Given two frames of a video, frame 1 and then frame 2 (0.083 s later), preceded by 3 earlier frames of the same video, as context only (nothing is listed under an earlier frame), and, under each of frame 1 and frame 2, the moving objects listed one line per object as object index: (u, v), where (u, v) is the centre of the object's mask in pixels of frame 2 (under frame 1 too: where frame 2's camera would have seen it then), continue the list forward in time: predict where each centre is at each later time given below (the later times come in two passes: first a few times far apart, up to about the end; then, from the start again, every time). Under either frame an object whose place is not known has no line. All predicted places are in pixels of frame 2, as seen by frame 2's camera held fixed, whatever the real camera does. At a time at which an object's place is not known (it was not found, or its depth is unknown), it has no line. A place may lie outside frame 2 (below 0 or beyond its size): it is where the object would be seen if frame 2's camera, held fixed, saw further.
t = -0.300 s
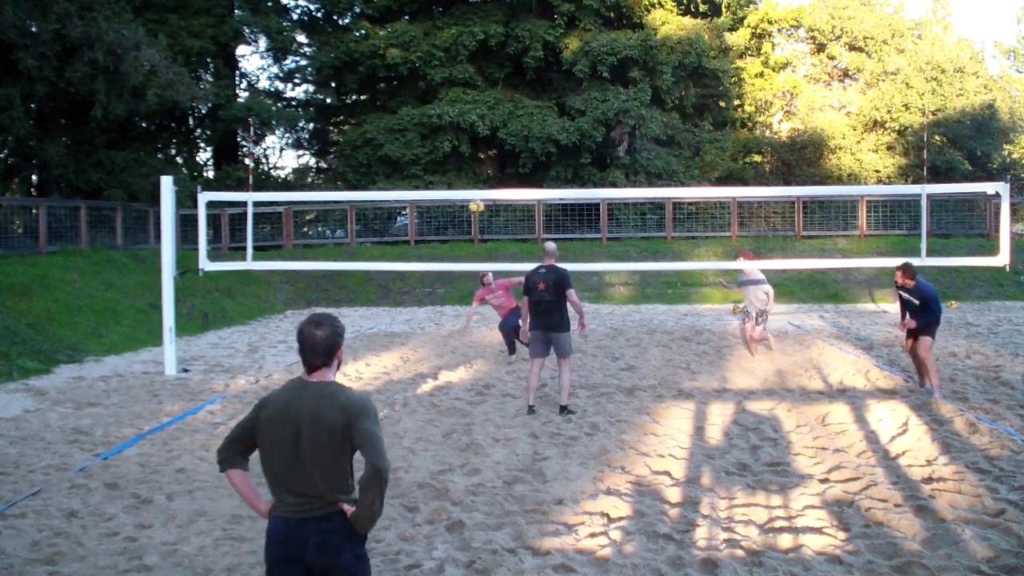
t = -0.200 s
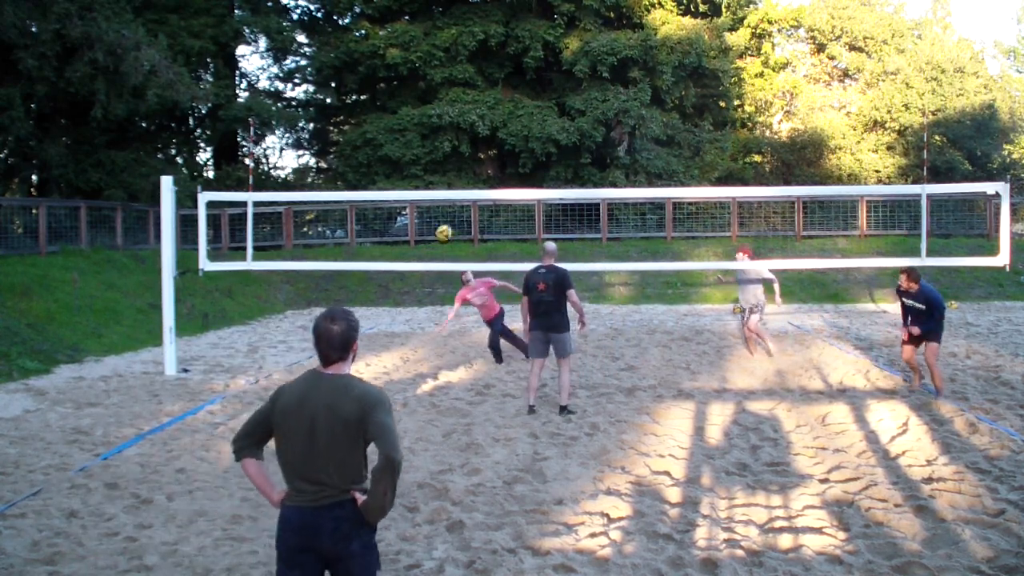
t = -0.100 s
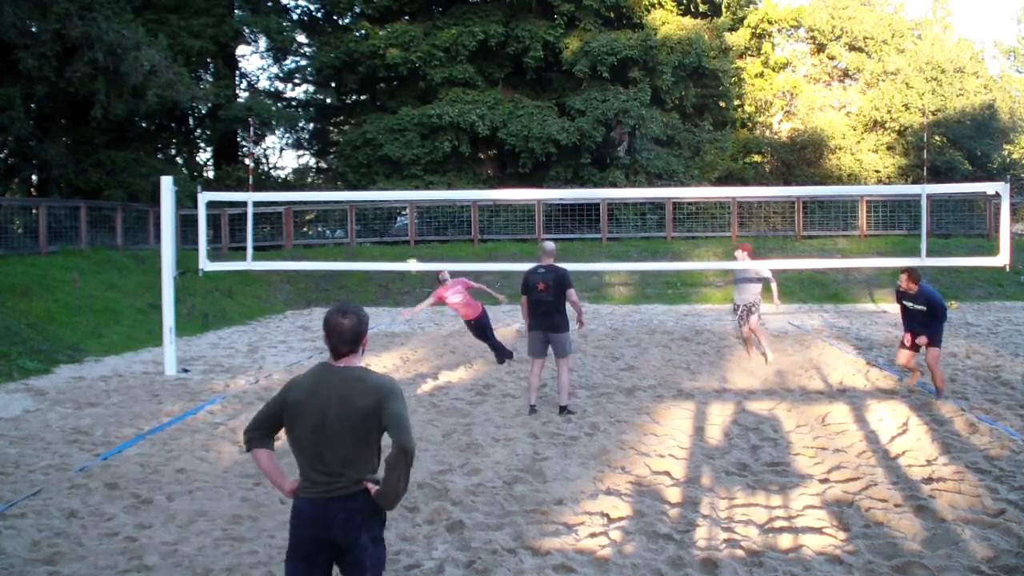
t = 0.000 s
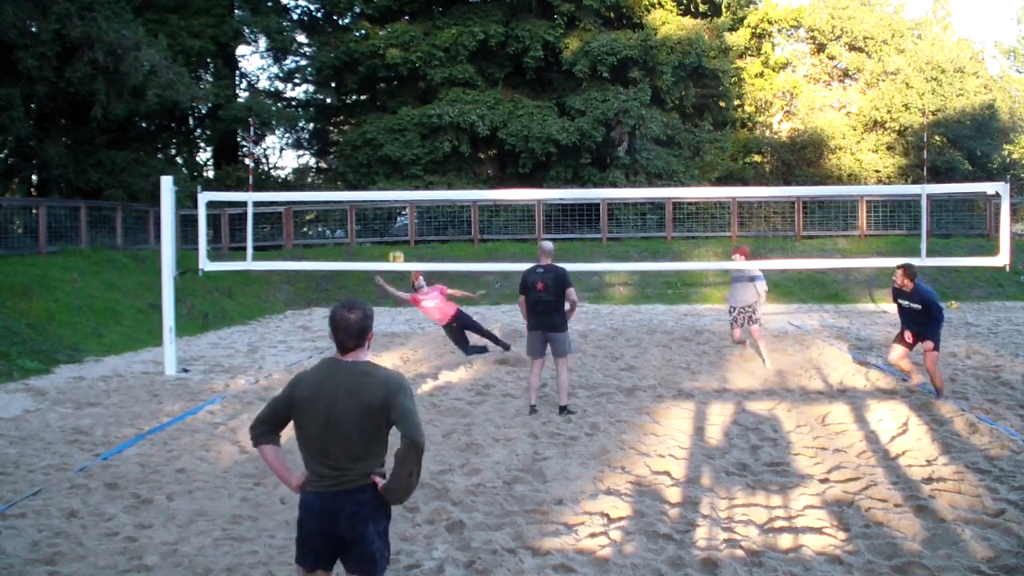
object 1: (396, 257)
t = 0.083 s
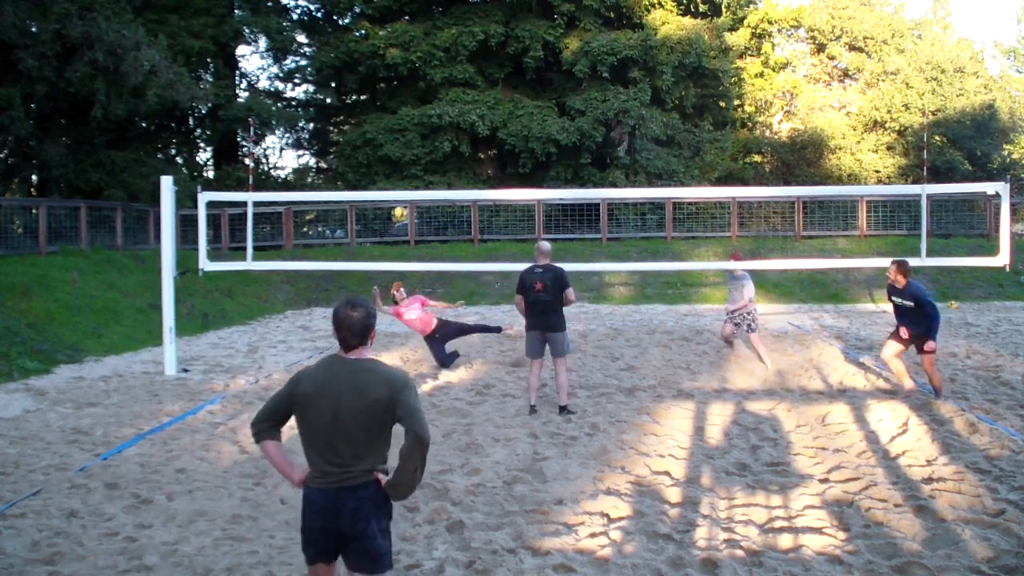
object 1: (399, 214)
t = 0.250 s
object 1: (407, 140)
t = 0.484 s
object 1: (418, 69)
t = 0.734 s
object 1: (432, 35)
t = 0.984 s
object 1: (446, 47)
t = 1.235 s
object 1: (461, 108)
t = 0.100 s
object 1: (401, 207)
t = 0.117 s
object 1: (401, 202)
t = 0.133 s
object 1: (402, 186)
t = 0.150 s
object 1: (402, 182)
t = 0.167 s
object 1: (403, 175)
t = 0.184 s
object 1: (404, 168)
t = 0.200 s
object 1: (405, 160)
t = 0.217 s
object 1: (405, 153)
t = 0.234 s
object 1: (406, 146)
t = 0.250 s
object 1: (407, 140)
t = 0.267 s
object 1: (408, 133)
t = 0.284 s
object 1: (408, 127)
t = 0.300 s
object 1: (410, 121)
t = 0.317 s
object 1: (410, 115)
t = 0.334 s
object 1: (411, 110)
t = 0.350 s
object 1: (412, 104)
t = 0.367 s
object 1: (413, 99)
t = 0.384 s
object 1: (414, 94)
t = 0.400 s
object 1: (415, 90)
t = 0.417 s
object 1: (415, 85)
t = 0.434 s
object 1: (416, 80)
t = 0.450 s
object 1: (417, 76)
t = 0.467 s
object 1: (418, 72)
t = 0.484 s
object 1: (418, 69)
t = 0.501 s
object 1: (419, 65)
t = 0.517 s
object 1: (420, 61)
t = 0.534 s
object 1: (421, 58)
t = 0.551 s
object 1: (422, 55)
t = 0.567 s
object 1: (423, 52)
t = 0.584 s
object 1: (424, 50)
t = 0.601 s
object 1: (425, 47)
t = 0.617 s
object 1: (426, 45)
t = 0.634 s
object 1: (427, 43)
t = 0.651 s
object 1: (427, 41)
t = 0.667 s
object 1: (428, 39)
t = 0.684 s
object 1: (429, 37)
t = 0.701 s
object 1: (430, 36)
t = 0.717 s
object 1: (431, 36)
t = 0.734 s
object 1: (432, 35)
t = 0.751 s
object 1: (433, 34)
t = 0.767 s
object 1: (433, 33)
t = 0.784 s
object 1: (435, 33)
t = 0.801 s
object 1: (436, 33)
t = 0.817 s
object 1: (437, 33)
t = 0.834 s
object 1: (438, 34)
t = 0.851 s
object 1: (439, 34)
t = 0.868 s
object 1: (440, 35)
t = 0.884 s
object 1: (441, 36)
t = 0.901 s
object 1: (442, 37)
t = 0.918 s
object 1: (443, 39)
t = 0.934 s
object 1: (444, 41)
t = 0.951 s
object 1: (444, 43)
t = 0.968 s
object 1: (446, 45)
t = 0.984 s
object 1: (446, 47)
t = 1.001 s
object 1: (447, 50)
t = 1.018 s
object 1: (448, 52)
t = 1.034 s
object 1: (450, 56)
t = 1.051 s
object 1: (450, 58)
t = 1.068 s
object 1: (452, 62)
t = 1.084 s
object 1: (453, 66)
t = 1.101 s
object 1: (453, 70)
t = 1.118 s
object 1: (454, 74)
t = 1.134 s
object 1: (456, 78)
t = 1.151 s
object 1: (457, 82)
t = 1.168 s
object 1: (458, 87)
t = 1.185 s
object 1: (458, 92)
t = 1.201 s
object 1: (460, 97)
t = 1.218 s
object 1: (461, 102)
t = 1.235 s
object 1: (461, 108)
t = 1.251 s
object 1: (463, 114)
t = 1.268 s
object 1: (463, 121)
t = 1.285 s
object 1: (464, 127)
